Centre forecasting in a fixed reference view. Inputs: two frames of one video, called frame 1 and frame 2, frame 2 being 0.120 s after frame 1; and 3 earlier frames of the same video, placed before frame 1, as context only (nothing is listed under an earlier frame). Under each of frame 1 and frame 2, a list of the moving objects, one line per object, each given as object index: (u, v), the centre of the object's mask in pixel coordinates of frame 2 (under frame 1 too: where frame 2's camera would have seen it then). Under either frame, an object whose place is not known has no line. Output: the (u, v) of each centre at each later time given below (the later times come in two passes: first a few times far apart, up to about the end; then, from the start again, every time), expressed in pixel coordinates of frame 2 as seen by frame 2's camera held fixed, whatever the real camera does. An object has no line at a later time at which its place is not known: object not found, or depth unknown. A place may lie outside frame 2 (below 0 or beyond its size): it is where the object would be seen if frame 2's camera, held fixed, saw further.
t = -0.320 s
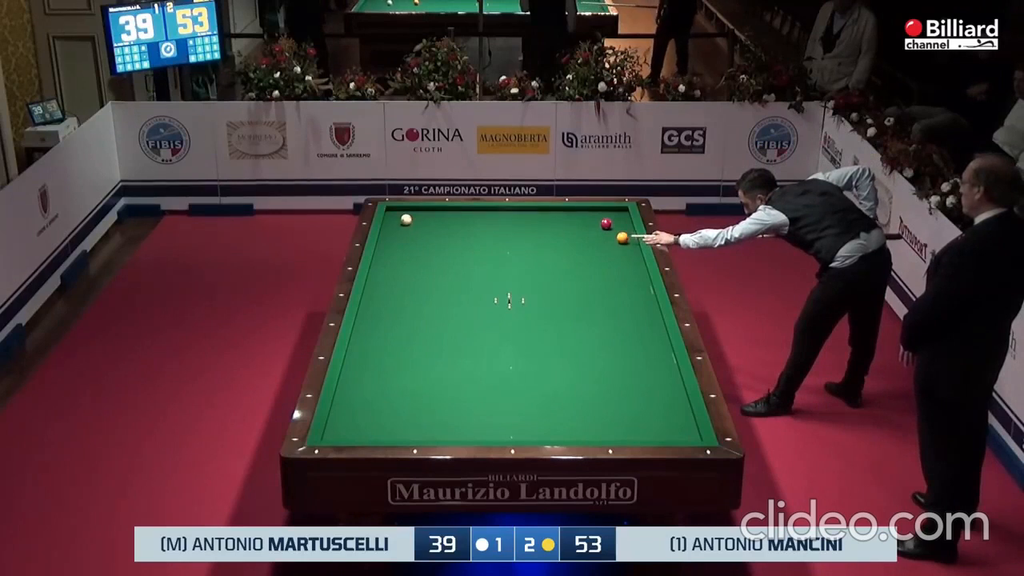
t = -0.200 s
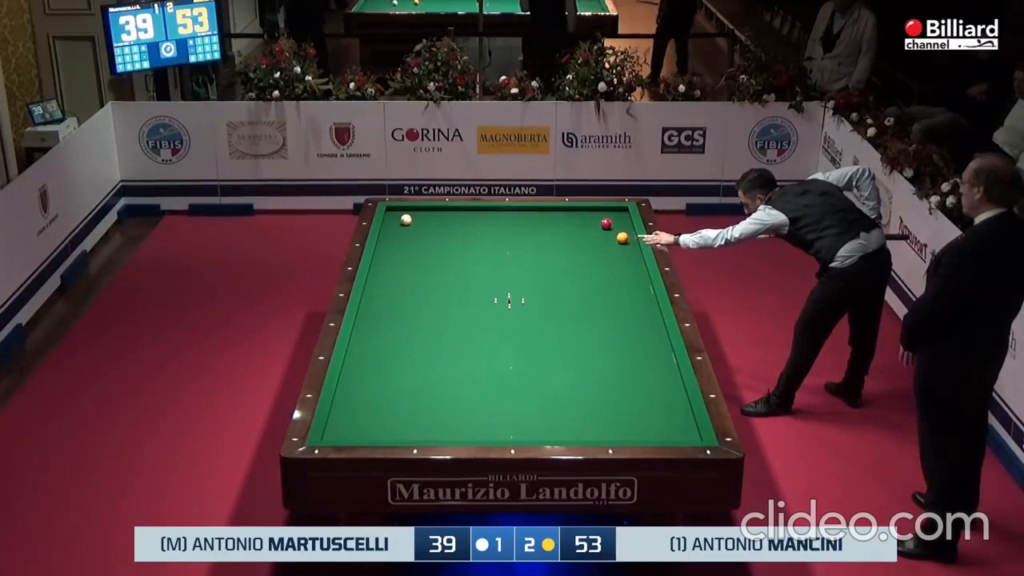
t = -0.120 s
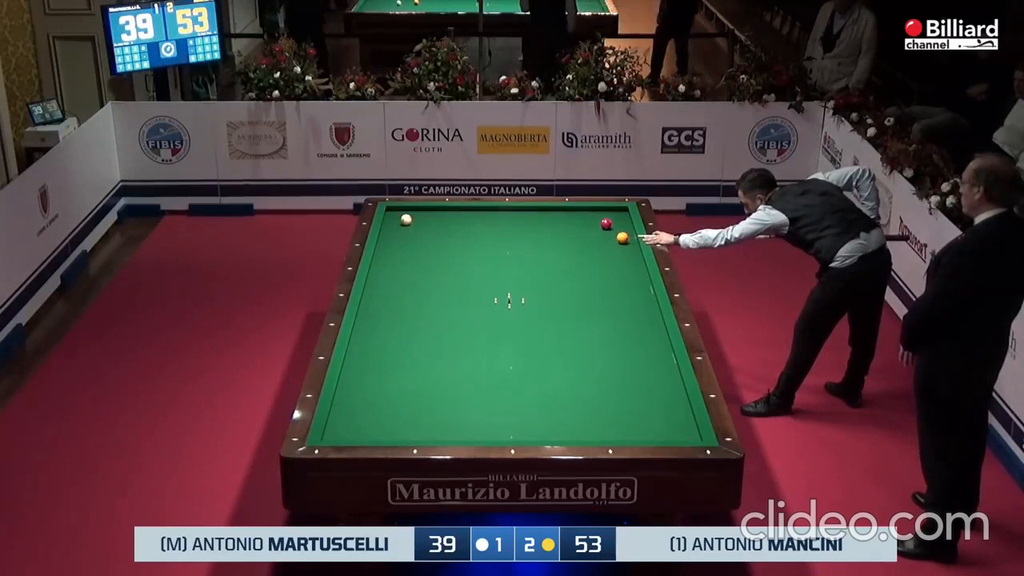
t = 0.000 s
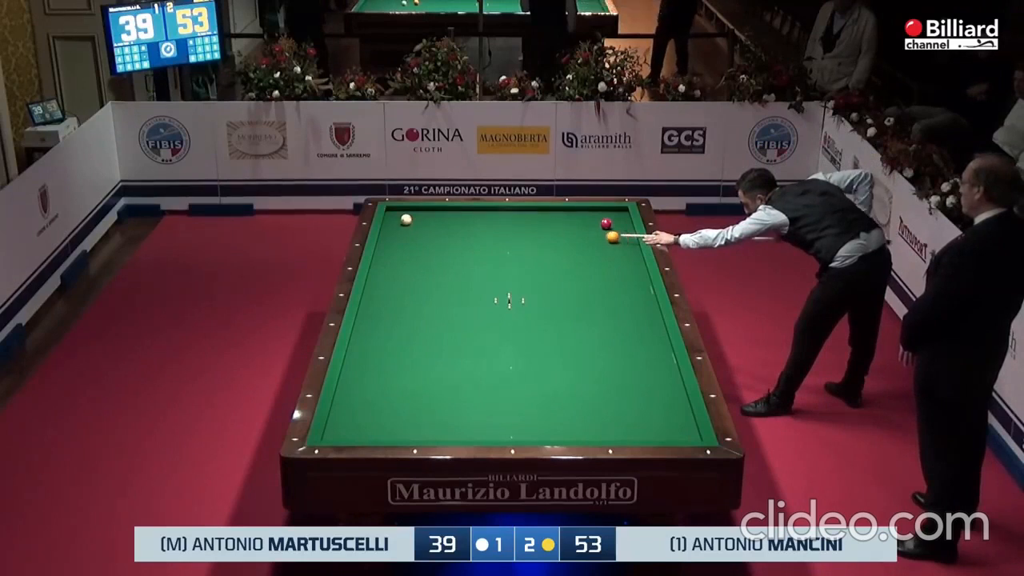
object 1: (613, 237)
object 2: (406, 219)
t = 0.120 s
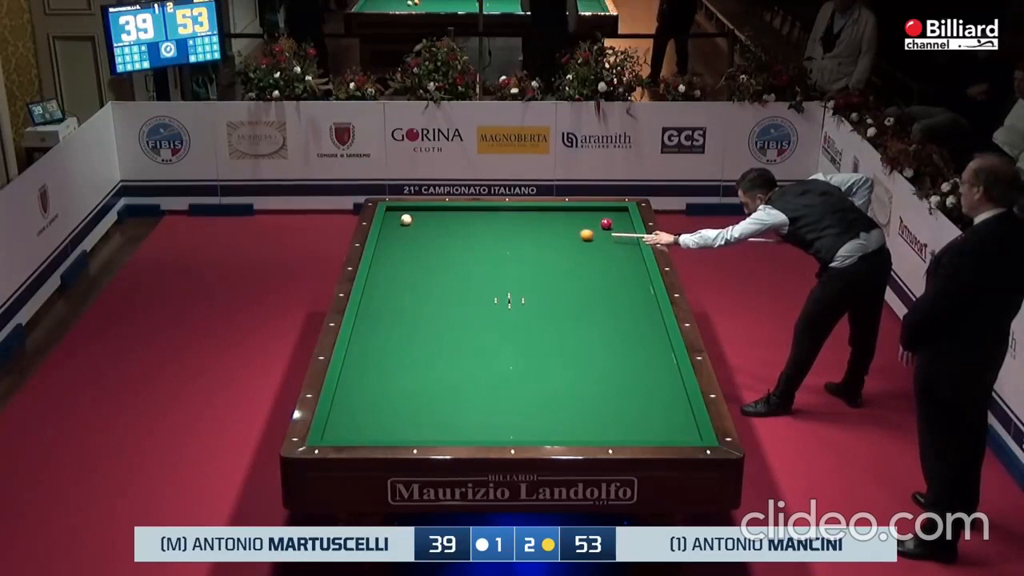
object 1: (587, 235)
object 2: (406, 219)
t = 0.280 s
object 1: (552, 232)
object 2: (406, 220)
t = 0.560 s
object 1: (494, 227)
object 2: (406, 220)
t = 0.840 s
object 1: (438, 223)
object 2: (406, 220)
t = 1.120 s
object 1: (411, 221)
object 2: (395, 218)
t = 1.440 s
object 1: (396, 221)
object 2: (424, 215)
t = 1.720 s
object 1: (390, 221)
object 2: (448, 213)
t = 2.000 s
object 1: (397, 221)
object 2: (471, 211)
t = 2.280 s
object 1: (404, 221)
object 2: (493, 210)
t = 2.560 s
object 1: (410, 221)
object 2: (514, 208)
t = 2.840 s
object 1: (415, 221)
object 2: (532, 210)
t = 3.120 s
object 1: (420, 221)
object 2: (550, 211)
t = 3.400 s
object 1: (424, 221)
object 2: (568, 212)
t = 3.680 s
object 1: (427, 221)
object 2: (585, 213)
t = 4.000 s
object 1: (430, 221)
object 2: (603, 213)
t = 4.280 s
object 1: (432, 221)
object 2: (619, 215)
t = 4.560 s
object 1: (434, 221)
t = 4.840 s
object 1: (434, 221)
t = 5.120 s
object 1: (435, 221)
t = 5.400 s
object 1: (435, 221)
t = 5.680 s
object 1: (435, 221)
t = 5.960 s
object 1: (435, 221)
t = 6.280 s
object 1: (435, 221)
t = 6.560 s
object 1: (435, 221)
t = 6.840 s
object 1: (435, 221)
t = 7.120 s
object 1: (435, 221)
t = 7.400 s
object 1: (435, 221)
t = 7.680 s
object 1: (435, 221)
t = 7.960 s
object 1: (435, 221)
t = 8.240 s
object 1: (435, 221)
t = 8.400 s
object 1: (435, 221)
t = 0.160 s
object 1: (578, 234)
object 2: (406, 220)
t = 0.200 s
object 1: (569, 233)
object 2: (406, 220)
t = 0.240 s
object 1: (561, 233)
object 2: (406, 220)
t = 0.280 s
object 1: (552, 232)
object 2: (406, 220)
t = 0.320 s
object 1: (544, 231)
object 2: (406, 220)
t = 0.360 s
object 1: (535, 231)
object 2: (406, 220)
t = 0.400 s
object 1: (527, 230)
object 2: (406, 220)
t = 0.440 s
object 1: (519, 229)
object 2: (406, 220)
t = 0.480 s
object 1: (510, 228)
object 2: (406, 220)
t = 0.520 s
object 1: (502, 228)
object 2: (406, 220)
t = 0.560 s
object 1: (494, 227)
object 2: (406, 220)
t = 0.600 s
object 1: (486, 227)
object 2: (406, 220)
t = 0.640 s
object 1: (478, 226)
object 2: (406, 220)
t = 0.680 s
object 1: (470, 225)
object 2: (406, 220)
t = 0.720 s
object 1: (462, 225)
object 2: (406, 220)
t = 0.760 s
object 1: (454, 224)
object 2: (406, 220)
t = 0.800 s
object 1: (446, 223)
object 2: (406, 220)
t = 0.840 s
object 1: (438, 223)
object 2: (406, 220)
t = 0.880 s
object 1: (430, 222)
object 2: (406, 220)
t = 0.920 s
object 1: (422, 221)
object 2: (406, 220)
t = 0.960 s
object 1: (416, 221)
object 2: (404, 220)
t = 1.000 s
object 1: (415, 221)
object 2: (397, 219)
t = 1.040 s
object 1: (414, 221)
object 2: (391, 218)
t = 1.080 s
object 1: (413, 221)
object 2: (390, 218)
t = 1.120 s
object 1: (411, 221)
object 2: (395, 218)
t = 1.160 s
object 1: (409, 221)
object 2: (399, 217)
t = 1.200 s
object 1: (408, 221)
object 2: (402, 216)
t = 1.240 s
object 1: (405, 222)
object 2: (406, 214)
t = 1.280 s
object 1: (403, 221)
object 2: (410, 216)
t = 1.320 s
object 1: (401, 221)
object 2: (413, 216)
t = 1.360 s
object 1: (399, 221)
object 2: (417, 216)
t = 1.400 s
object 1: (397, 221)
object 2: (420, 215)
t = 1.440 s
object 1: (396, 221)
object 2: (424, 215)
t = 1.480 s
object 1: (394, 221)
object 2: (427, 215)
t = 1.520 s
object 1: (392, 221)
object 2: (431, 214)
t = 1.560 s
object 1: (390, 221)
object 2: (434, 214)
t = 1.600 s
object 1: (388, 221)
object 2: (438, 214)
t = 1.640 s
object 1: (388, 221)
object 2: (441, 214)
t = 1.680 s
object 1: (389, 221)
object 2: (444, 213)
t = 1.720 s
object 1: (390, 221)
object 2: (448, 213)
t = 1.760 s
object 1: (391, 221)
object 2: (451, 213)
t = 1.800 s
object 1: (392, 221)
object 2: (454, 213)
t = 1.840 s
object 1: (393, 221)
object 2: (458, 212)
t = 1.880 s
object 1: (394, 221)
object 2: (461, 212)
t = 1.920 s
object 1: (395, 221)
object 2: (464, 212)
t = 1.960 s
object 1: (396, 221)
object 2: (468, 211)
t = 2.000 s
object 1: (397, 221)
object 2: (471, 211)
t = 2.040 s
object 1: (398, 221)
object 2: (474, 211)
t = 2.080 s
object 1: (399, 221)
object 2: (477, 211)
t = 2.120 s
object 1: (400, 221)
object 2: (481, 210)
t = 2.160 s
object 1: (401, 221)
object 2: (484, 210)
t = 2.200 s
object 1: (402, 221)
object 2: (487, 210)
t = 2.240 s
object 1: (403, 221)
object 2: (490, 210)
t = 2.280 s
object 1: (404, 221)
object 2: (493, 210)
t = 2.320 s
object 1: (405, 221)
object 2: (496, 209)
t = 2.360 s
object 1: (405, 221)
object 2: (500, 209)
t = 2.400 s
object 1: (406, 221)
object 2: (502, 209)
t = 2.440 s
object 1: (407, 221)
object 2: (505, 209)
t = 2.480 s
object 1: (408, 221)
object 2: (509, 208)
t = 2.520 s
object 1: (409, 221)
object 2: (511, 208)
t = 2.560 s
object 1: (410, 221)
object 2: (514, 208)
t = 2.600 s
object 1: (411, 221)
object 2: (517, 209)
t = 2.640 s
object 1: (411, 221)
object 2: (519, 209)
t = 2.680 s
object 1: (412, 221)
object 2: (522, 209)
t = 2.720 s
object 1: (413, 221)
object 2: (525, 209)
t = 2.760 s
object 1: (414, 221)
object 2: (527, 209)
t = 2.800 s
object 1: (414, 221)
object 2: (530, 210)
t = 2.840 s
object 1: (415, 221)
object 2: (532, 210)
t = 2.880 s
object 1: (416, 221)
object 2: (535, 210)
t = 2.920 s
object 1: (416, 221)
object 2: (538, 210)
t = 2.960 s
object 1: (417, 221)
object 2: (540, 210)
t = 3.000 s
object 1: (418, 221)
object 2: (543, 210)
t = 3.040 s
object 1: (419, 221)
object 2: (545, 211)
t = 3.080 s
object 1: (419, 221)
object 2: (548, 211)
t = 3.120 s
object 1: (420, 221)
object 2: (550, 211)
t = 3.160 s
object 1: (420, 221)
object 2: (553, 211)
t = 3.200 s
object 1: (421, 221)
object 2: (555, 211)
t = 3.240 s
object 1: (422, 221)
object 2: (558, 211)
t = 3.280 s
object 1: (422, 221)
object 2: (561, 211)
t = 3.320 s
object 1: (423, 221)
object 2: (563, 211)
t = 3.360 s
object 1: (423, 221)
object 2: (565, 212)
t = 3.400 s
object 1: (424, 221)
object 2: (568, 212)
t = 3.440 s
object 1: (424, 221)
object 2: (570, 212)
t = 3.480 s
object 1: (425, 221)
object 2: (573, 212)
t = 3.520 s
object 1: (426, 221)
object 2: (575, 212)
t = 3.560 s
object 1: (426, 221)
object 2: (577, 212)
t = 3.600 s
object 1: (426, 221)
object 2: (580, 212)
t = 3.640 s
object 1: (427, 221)
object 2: (582, 213)
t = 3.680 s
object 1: (427, 221)
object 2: (585, 213)
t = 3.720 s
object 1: (428, 221)
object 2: (587, 213)
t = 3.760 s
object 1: (428, 221)
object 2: (589, 213)
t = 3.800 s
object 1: (428, 221)
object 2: (592, 213)
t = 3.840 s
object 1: (429, 221)
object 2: (594, 213)
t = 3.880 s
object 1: (429, 221)
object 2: (596, 213)
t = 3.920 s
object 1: (429, 221)
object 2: (599, 213)
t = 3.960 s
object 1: (430, 221)
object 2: (601, 214)
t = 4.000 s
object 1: (430, 221)
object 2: (603, 213)
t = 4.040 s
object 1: (430, 221)
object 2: (605, 213)
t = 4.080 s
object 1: (431, 221)
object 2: (608, 213)
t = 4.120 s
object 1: (431, 221)
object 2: (610, 214)
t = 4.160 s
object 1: (431, 221)
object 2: (613, 214)
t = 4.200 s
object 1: (432, 221)
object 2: (615, 214)
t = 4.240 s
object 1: (432, 221)
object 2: (617, 215)
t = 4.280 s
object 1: (432, 221)
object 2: (619, 215)
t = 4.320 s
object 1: (432, 221)
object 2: (621, 215)
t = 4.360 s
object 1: (433, 221)
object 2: (623, 215)
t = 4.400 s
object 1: (433, 221)
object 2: (625, 215)
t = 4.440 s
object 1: (433, 221)
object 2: (623, 215)
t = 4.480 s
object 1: (433, 221)
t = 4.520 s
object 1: (434, 221)
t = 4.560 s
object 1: (434, 221)
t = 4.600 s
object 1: (434, 221)
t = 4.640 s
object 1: (434, 221)
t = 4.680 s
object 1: (434, 221)
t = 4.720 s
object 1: (434, 221)
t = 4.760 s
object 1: (434, 221)
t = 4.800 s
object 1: (434, 221)
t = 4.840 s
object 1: (434, 221)
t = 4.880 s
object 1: (434, 221)
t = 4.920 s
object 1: (434, 221)
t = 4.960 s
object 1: (435, 221)
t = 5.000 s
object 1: (435, 221)
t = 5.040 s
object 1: (435, 221)
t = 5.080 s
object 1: (435, 221)
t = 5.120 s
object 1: (435, 221)
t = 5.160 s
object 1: (435, 221)
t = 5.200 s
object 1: (435, 221)
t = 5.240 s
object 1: (435, 221)
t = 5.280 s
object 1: (435, 221)
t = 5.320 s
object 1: (435, 221)
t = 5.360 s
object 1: (435, 221)
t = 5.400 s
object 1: (435, 221)
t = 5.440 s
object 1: (435, 221)
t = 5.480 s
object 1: (435, 221)
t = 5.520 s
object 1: (435, 221)
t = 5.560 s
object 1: (435, 221)
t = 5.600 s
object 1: (435, 221)
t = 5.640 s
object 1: (435, 221)
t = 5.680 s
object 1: (435, 221)
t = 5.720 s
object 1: (435, 221)
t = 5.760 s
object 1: (435, 221)
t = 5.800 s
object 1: (435, 221)
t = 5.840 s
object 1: (435, 221)
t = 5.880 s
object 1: (435, 221)
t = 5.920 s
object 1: (435, 221)
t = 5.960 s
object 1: (435, 221)
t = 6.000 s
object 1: (435, 221)
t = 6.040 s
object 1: (435, 221)
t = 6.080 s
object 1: (435, 221)
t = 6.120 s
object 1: (435, 221)
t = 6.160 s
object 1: (435, 221)
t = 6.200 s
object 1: (435, 221)
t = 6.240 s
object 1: (435, 221)
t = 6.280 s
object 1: (435, 221)
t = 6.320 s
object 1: (435, 221)
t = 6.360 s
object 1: (435, 221)
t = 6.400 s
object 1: (435, 221)
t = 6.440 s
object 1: (435, 221)
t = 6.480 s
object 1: (435, 221)
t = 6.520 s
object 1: (435, 221)
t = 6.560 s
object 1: (435, 221)
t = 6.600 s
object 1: (435, 221)
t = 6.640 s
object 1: (435, 221)
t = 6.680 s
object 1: (435, 221)
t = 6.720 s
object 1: (435, 221)
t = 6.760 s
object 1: (435, 221)
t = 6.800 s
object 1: (435, 221)
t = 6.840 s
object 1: (435, 221)
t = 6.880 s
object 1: (435, 221)
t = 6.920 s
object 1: (435, 221)
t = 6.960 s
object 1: (435, 221)
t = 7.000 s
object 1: (435, 221)
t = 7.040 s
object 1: (435, 221)
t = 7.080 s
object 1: (435, 221)
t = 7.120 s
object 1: (435, 221)
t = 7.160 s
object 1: (435, 221)
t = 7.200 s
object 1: (435, 221)
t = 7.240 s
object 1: (435, 221)
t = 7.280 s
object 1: (435, 221)
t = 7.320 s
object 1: (435, 221)
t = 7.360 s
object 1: (435, 221)
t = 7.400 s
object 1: (435, 221)
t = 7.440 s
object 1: (435, 221)
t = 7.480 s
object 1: (435, 221)
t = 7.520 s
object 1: (435, 221)
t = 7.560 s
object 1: (435, 221)
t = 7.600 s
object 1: (435, 221)
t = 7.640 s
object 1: (435, 221)
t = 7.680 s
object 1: (435, 221)
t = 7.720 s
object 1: (435, 221)
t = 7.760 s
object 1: (435, 221)
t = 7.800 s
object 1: (435, 221)
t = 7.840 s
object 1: (435, 221)
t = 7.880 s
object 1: (435, 221)
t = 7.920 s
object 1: (435, 221)
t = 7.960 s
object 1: (435, 221)
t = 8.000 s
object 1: (435, 221)
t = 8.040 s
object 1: (435, 221)
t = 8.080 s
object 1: (435, 221)
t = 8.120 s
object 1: (435, 221)
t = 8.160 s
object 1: (435, 221)
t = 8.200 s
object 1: (435, 221)
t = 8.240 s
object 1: (435, 221)
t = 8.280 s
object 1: (435, 221)
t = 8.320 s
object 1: (435, 221)
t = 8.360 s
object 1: (435, 221)
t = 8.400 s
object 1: (435, 221)
